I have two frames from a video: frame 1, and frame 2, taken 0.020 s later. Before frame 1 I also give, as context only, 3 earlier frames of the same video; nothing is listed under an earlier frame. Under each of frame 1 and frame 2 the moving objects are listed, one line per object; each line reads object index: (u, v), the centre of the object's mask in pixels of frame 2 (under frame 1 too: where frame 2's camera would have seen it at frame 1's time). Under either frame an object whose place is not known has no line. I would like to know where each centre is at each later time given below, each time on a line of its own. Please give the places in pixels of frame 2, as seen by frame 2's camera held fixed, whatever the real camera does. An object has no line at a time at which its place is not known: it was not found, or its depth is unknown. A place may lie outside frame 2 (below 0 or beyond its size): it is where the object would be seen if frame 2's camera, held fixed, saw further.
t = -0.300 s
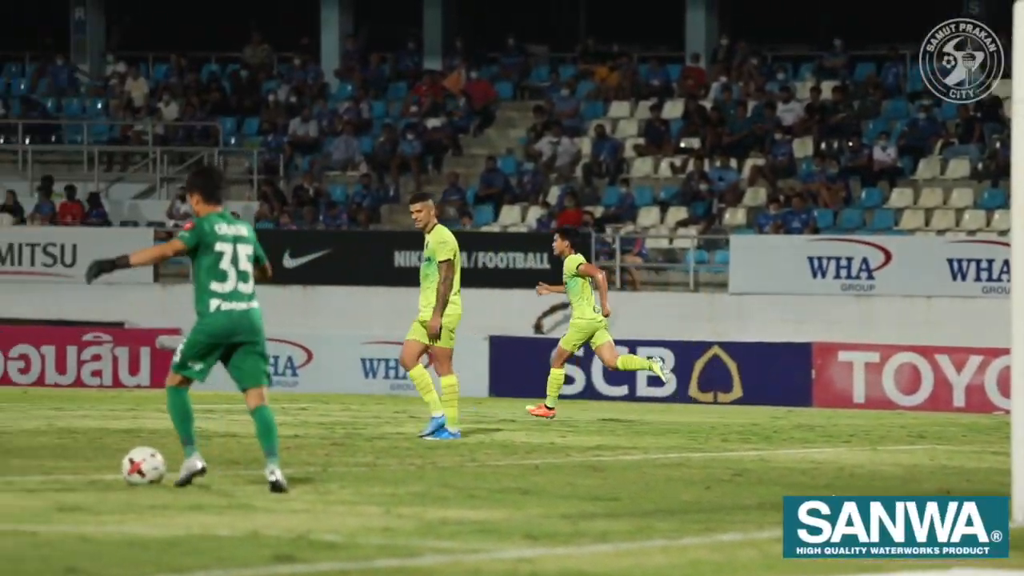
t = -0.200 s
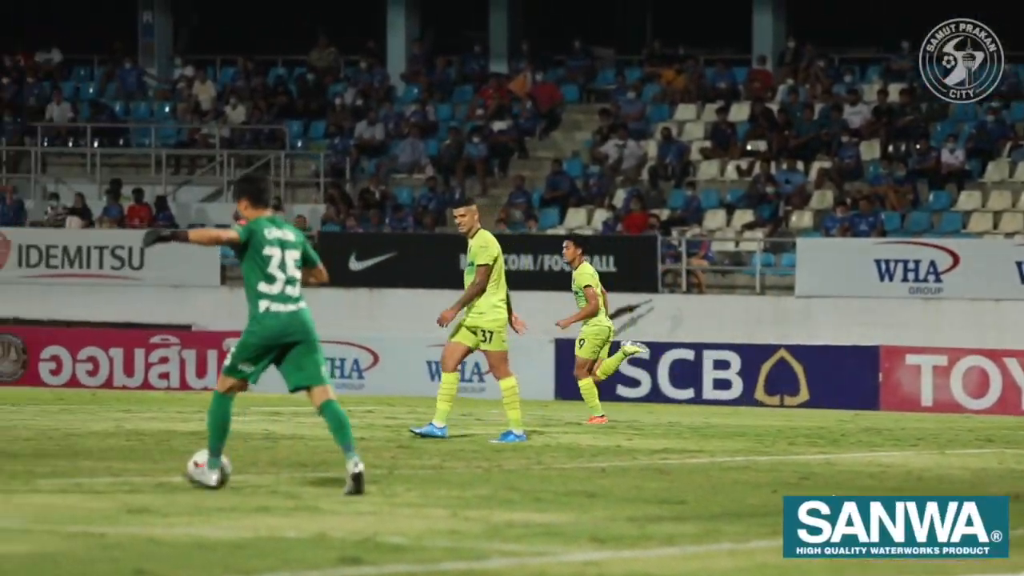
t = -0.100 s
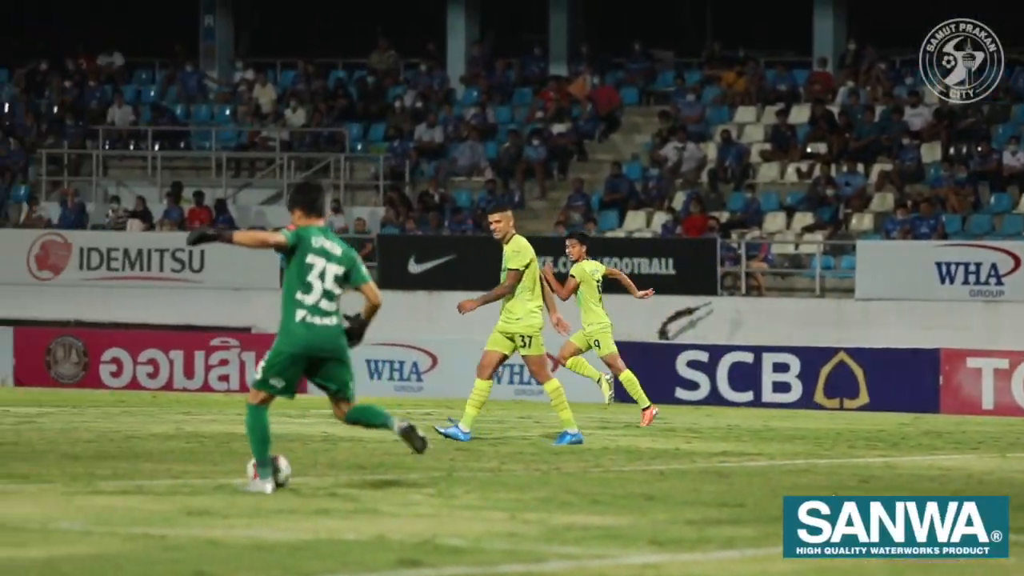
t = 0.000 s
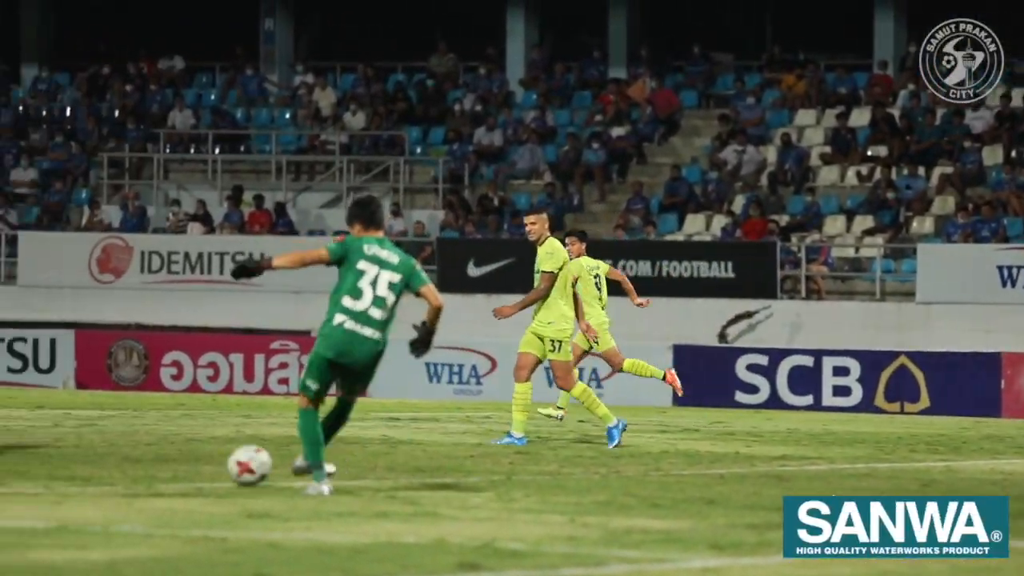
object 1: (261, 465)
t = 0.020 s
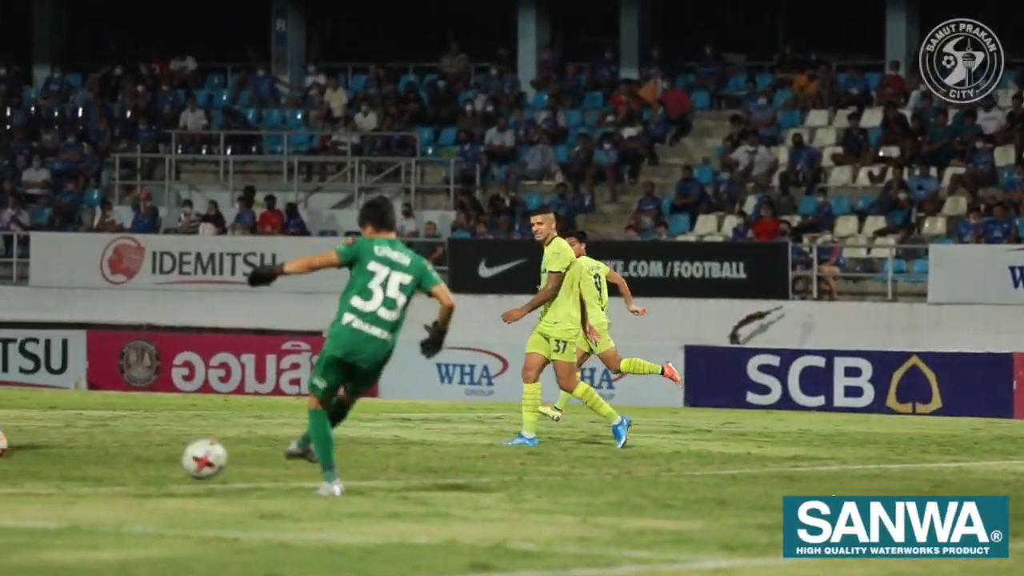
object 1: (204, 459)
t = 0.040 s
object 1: (148, 453)
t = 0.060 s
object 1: (92, 449)
